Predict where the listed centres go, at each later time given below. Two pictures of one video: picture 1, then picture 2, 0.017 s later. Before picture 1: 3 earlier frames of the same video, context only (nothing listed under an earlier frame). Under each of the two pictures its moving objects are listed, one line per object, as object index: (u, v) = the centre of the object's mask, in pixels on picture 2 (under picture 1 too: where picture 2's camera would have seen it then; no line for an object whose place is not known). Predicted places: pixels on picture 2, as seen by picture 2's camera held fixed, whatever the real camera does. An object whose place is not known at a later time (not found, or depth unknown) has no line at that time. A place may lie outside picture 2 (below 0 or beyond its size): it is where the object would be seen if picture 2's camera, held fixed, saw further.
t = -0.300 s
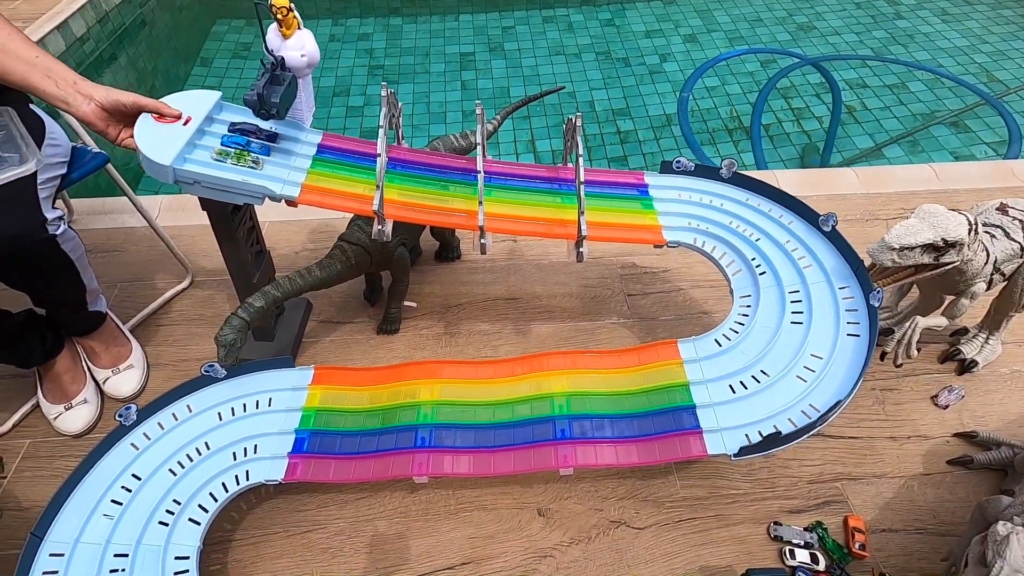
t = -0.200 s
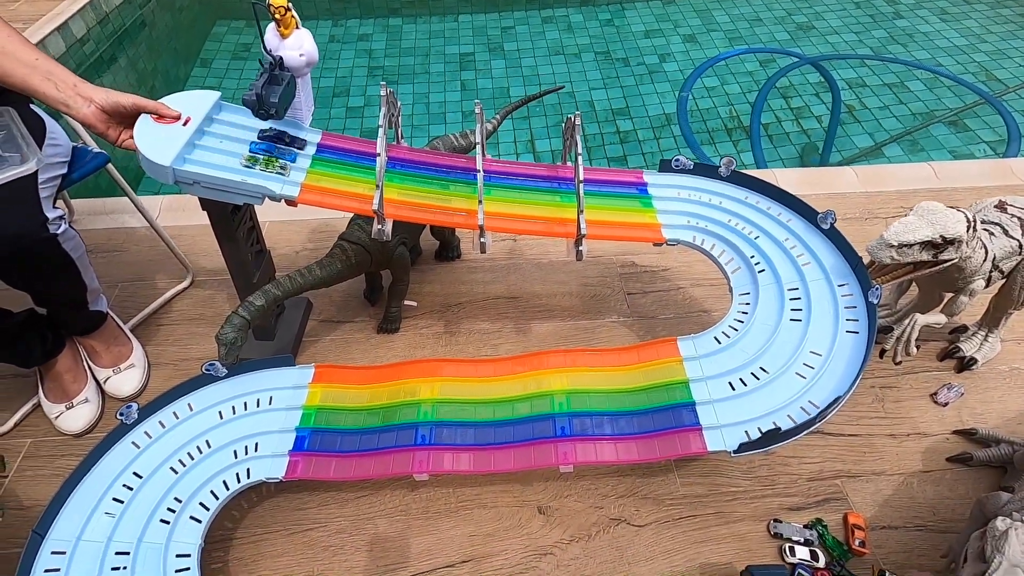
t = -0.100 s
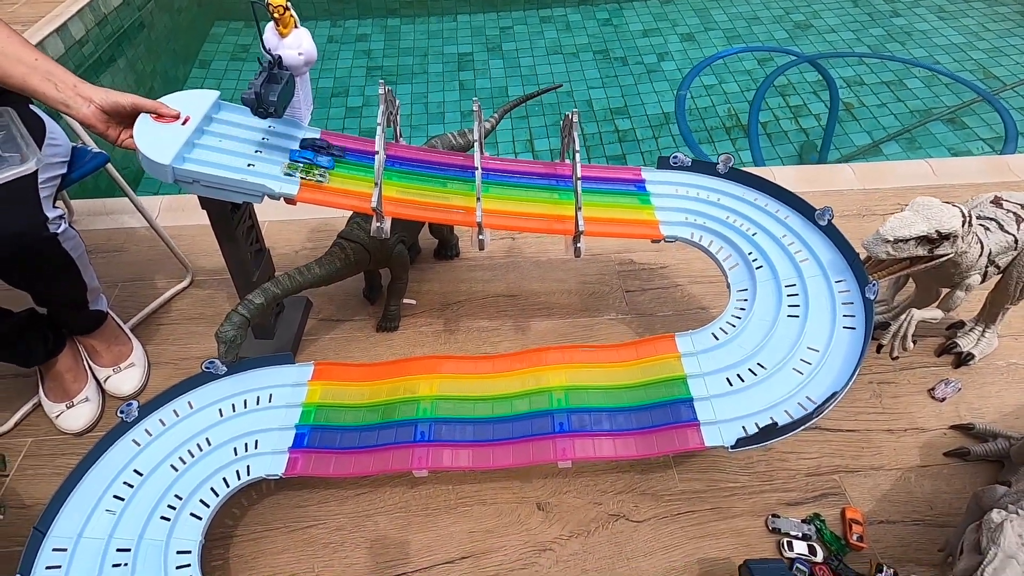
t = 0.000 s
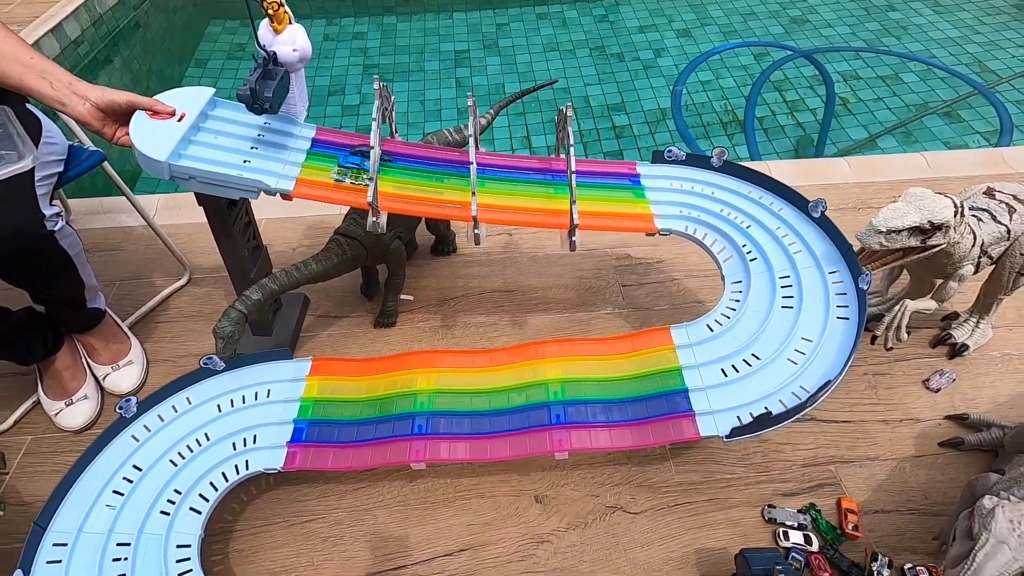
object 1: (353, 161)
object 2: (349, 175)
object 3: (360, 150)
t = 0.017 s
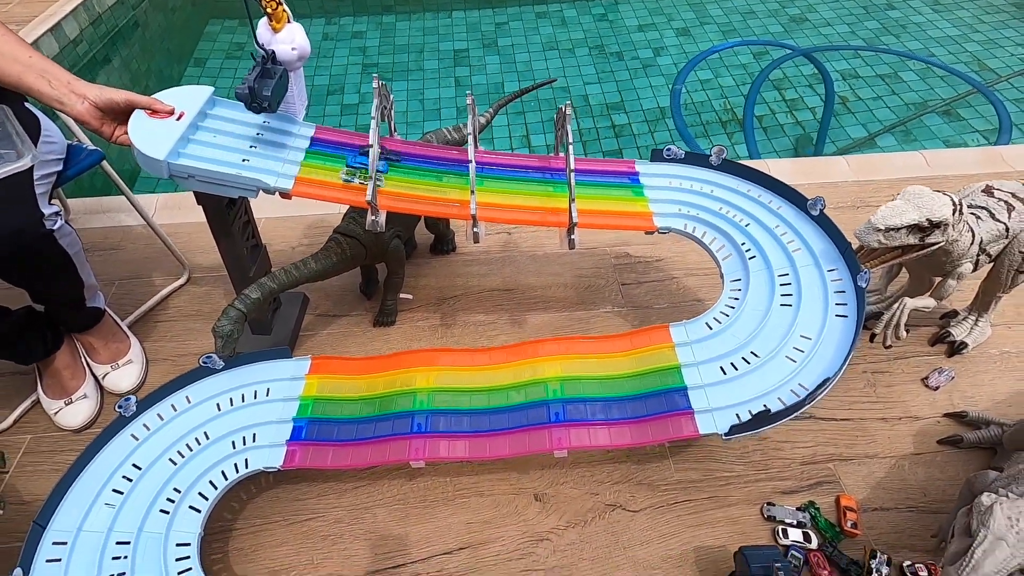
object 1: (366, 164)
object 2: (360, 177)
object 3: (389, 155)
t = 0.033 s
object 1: (377, 165)
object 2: (375, 179)
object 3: (394, 155)
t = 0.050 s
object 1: (391, 167)
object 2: (384, 180)
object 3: (400, 156)
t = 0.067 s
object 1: (397, 168)
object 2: (395, 182)
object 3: (411, 158)
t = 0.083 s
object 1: (406, 169)
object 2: (403, 183)
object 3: (420, 159)
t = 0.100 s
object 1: (416, 171)
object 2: (413, 185)
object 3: (432, 160)
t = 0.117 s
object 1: (427, 172)
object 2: (424, 186)
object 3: (442, 161)
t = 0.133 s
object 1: (437, 174)
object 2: (435, 187)
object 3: (451, 163)
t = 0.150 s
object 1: (448, 175)
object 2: (445, 189)
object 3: (462, 164)
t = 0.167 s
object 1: (454, 176)
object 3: (478, 166)
